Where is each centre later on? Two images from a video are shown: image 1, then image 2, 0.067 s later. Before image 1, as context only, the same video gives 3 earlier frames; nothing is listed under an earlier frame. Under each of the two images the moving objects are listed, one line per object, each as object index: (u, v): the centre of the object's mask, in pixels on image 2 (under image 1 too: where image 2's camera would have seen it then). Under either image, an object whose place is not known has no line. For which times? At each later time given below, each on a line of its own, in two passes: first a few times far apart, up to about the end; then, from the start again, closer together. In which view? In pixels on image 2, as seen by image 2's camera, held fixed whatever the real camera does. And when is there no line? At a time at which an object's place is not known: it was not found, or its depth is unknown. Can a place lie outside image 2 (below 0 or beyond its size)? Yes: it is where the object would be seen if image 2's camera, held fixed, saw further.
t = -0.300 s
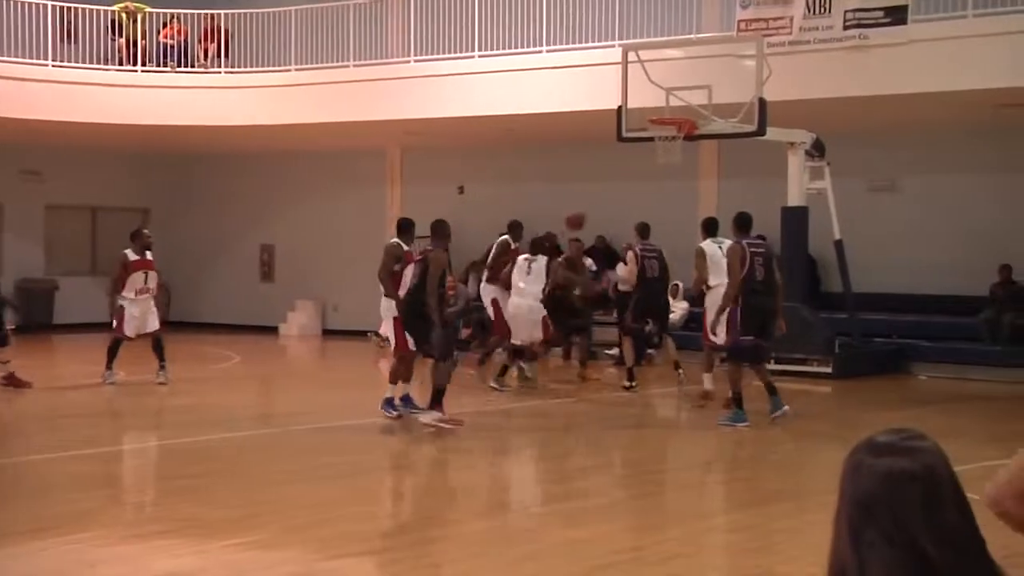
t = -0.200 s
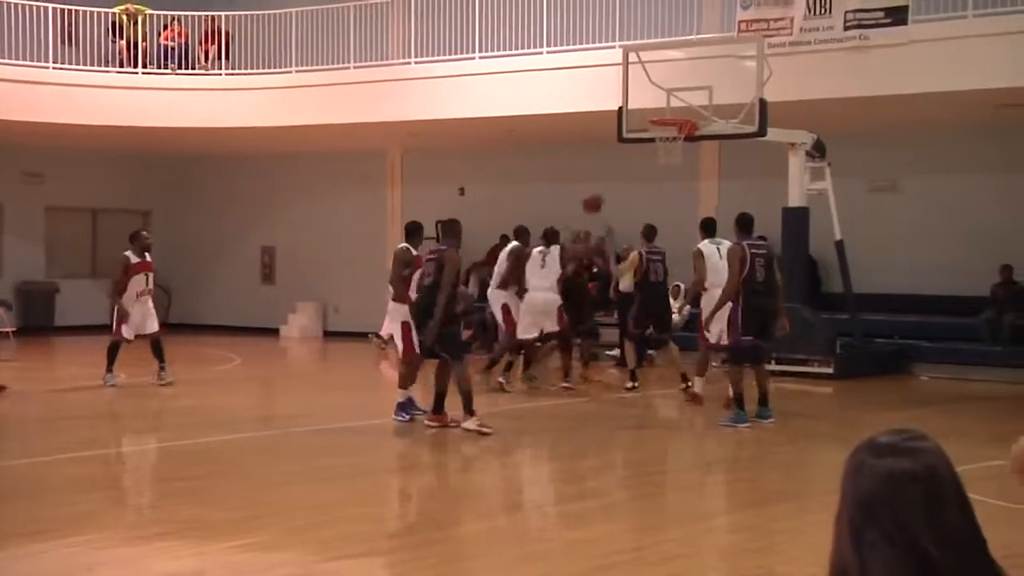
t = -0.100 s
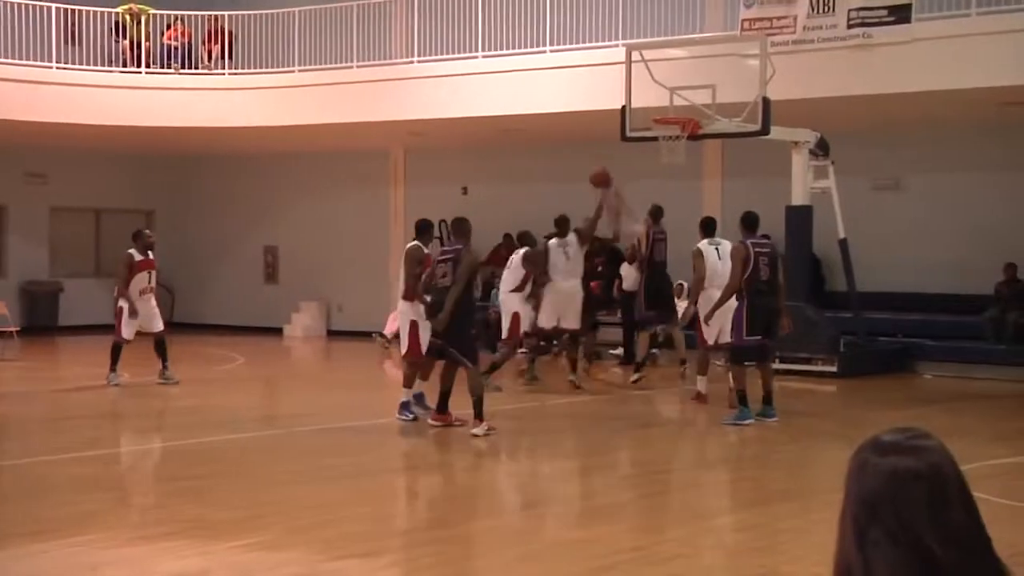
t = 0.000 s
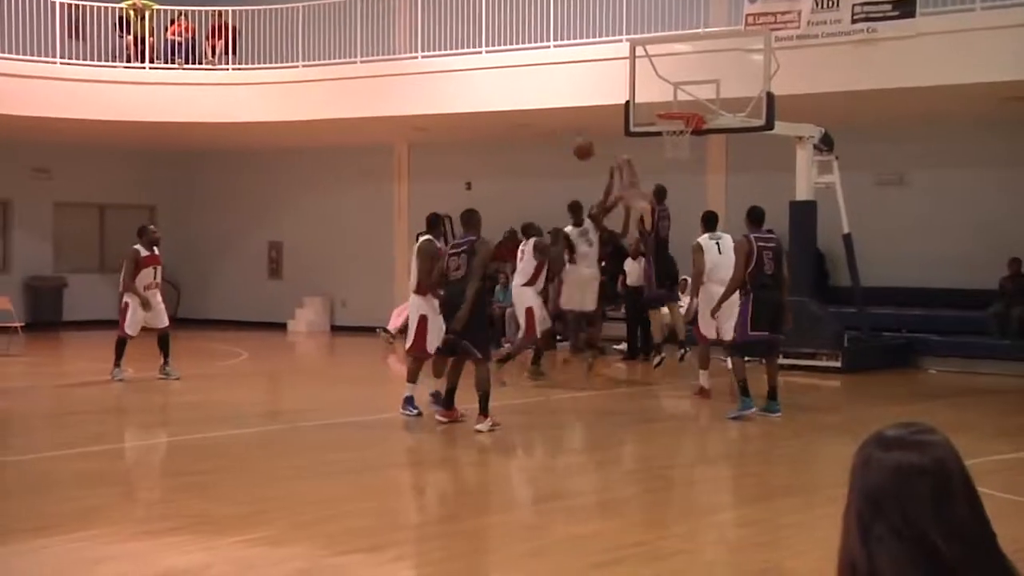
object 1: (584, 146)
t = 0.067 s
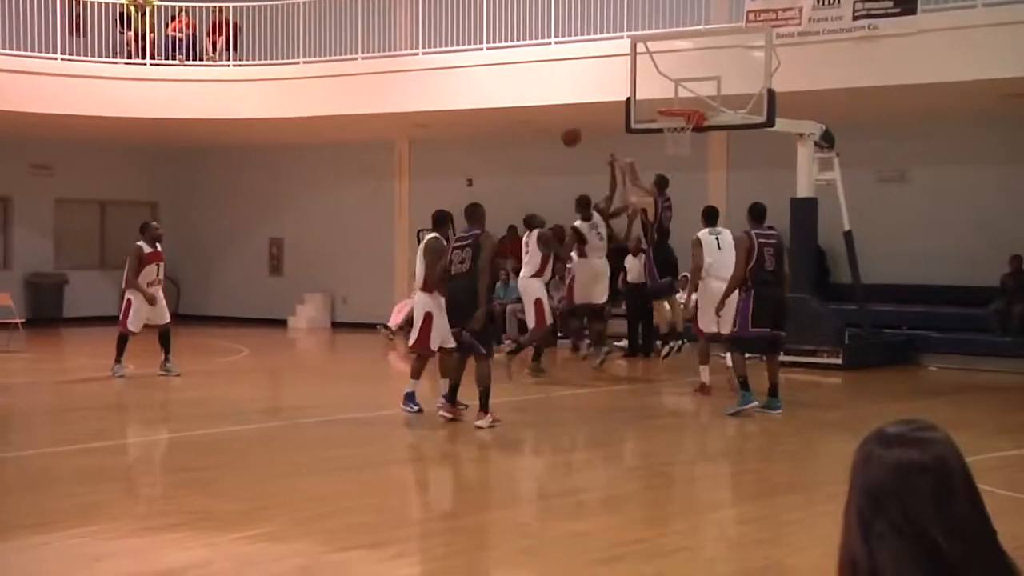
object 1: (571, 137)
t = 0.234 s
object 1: (536, 129)
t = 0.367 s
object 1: (507, 139)
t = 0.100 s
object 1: (563, 133)
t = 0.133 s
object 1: (556, 130)
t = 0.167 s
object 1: (549, 129)
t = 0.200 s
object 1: (543, 128)
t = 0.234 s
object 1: (536, 129)
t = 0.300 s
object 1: (522, 132)
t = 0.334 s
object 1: (514, 134)
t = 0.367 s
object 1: (507, 139)
